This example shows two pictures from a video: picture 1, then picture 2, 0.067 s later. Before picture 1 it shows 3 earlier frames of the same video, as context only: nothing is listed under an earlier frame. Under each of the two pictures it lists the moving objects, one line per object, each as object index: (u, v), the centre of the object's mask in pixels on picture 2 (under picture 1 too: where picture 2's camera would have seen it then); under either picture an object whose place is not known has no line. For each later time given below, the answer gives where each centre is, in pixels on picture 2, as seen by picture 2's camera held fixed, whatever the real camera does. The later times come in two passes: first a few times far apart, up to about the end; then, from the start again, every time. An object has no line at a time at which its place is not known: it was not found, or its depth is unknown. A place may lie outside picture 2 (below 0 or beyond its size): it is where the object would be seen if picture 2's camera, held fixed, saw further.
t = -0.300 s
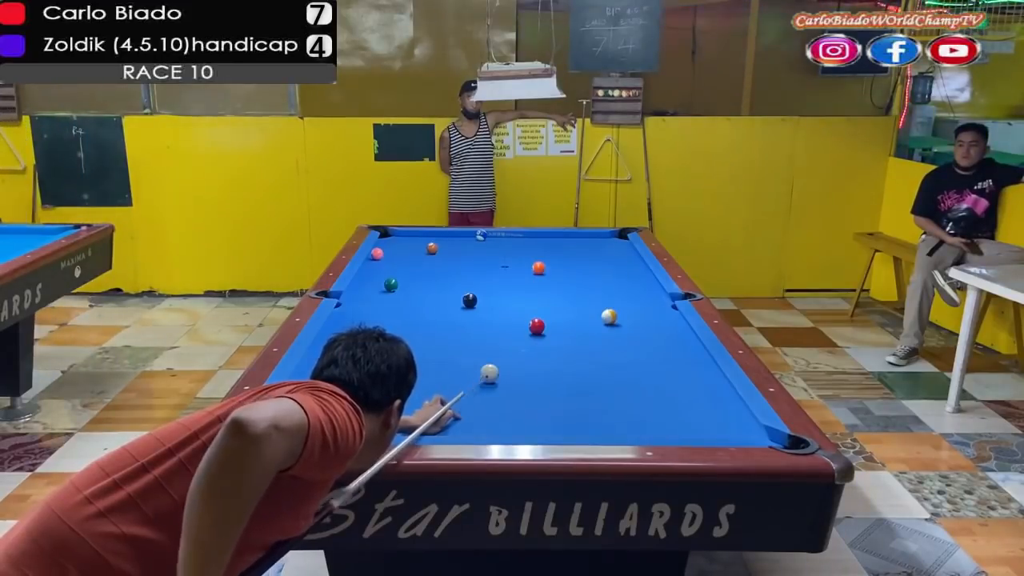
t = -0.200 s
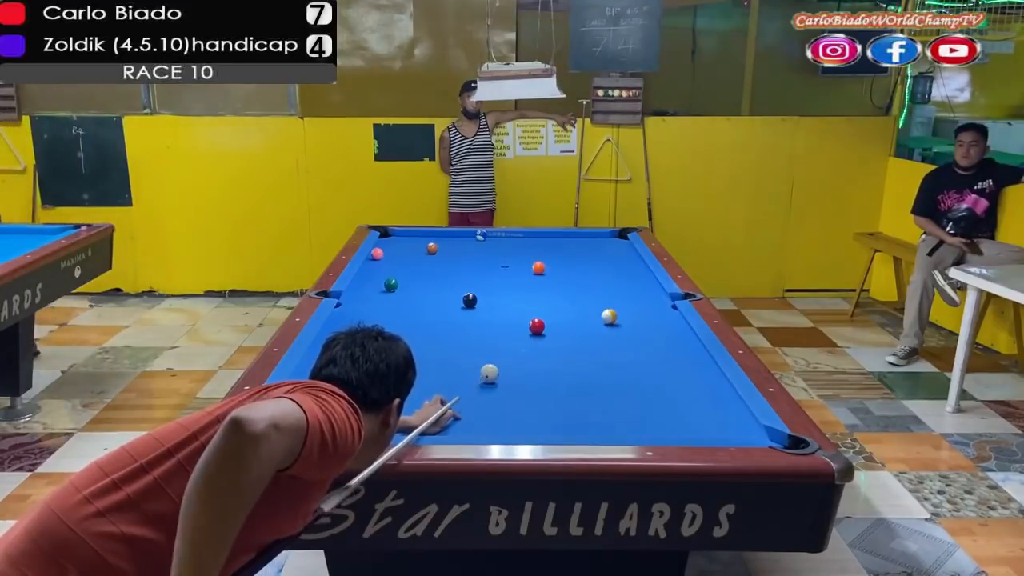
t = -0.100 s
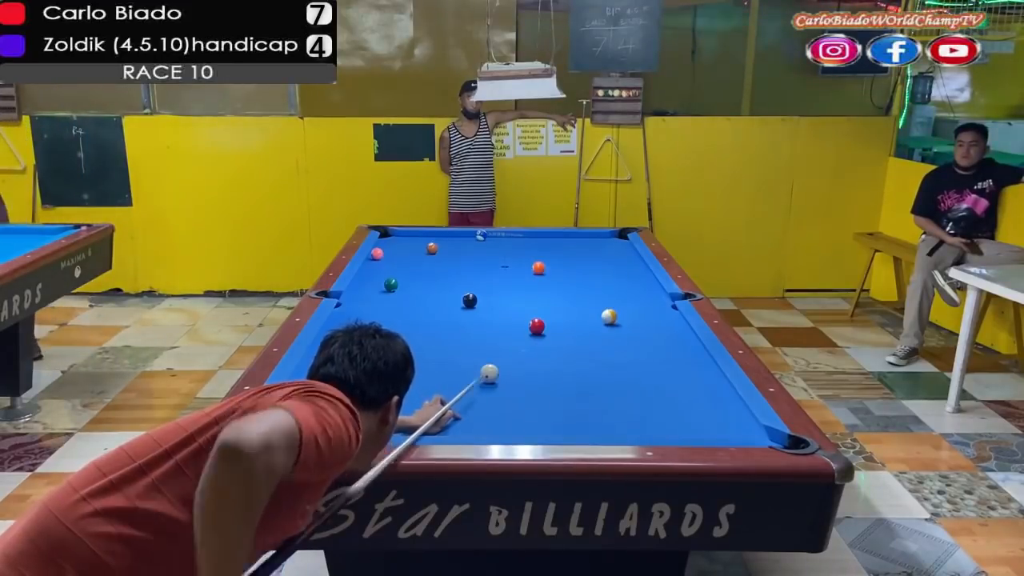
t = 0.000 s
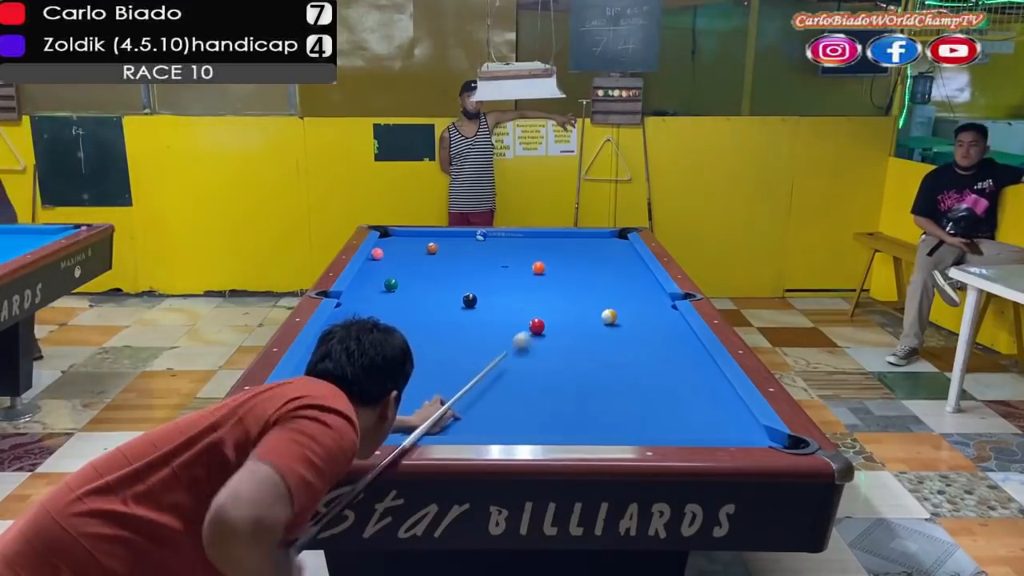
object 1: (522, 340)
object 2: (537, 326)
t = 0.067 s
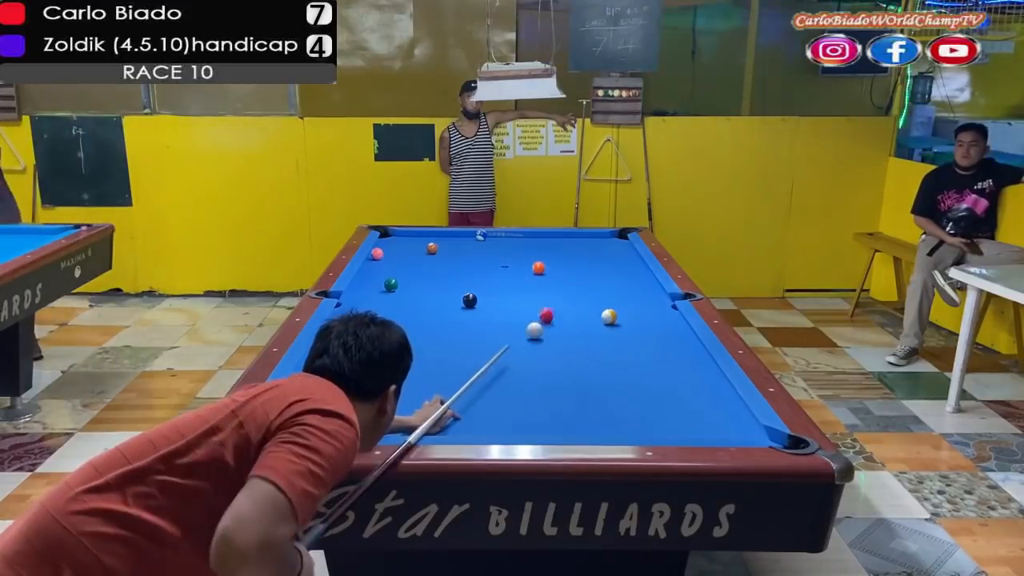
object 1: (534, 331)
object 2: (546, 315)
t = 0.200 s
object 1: (543, 328)
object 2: (573, 284)
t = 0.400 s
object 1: (562, 318)
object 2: (600, 253)
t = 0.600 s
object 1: (583, 303)
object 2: (620, 233)
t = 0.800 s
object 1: (601, 290)
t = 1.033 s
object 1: (619, 277)
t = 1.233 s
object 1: (633, 267)
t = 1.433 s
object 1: (632, 259)
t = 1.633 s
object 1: (619, 253)
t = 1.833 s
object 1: (607, 247)
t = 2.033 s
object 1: (597, 242)
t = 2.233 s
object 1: (587, 237)
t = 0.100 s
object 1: (536, 330)
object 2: (554, 307)
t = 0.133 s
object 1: (539, 330)
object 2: (561, 298)
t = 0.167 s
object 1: (541, 329)
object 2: (567, 291)
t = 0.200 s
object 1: (543, 328)
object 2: (573, 284)
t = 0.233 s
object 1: (546, 327)
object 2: (579, 277)
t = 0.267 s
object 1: (549, 326)
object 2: (583, 272)
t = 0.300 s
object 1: (552, 324)
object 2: (588, 266)
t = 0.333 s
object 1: (555, 322)
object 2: (592, 262)
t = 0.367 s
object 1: (559, 320)
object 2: (596, 257)
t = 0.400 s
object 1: (562, 318)
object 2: (600, 253)
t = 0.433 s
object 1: (565, 316)
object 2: (603, 249)
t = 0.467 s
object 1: (569, 313)
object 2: (607, 245)
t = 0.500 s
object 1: (573, 311)
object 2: (609, 242)
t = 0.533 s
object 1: (576, 308)
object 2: (612, 238)
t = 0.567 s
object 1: (579, 305)
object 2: (615, 235)
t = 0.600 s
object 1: (583, 303)
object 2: (620, 233)
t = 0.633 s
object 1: (586, 301)
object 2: (628, 231)
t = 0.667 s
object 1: (589, 299)
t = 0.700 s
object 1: (592, 297)
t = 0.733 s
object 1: (595, 295)
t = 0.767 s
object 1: (598, 292)
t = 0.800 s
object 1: (601, 290)
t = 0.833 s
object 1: (604, 289)
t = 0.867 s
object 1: (606, 286)
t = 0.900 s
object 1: (609, 285)
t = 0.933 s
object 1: (612, 283)
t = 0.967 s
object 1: (614, 281)
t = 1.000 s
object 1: (617, 279)
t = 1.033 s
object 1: (619, 277)
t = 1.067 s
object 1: (621, 275)
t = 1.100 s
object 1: (624, 273)
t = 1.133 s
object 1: (626, 272)
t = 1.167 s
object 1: (629, 270)
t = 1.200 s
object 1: (631, 269)
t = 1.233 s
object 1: (633, 267)
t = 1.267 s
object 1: (635, 265)
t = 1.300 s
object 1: (638, 264)
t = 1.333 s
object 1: (639, 262)
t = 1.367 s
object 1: (636, 261)
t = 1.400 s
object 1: (634, 260)
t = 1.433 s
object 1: (632, 259)
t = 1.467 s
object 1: (629, 258)
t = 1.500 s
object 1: (627, 257)
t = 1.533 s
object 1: (625, 256)
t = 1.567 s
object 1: (623, 255)
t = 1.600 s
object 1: (621, 254)
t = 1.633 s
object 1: (619, 253)
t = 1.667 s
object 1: (617, 252)
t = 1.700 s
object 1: (615, 251)
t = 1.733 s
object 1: (613, 250)
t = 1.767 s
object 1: (611, 249)
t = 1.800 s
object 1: (609, 248)
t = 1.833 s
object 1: (607, 247)
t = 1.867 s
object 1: (606, 246)
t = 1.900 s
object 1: (604, 245)
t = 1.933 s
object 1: (602, 244)
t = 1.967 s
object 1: (600, 243)
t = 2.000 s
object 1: (599, 242)
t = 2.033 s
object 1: (597, 242)
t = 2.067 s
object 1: (595, 241)
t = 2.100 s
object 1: (593, 240)
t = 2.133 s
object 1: (593, 239)
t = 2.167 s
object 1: (588, 238)
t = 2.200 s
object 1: (589, 238)
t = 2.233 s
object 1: (587, 237)
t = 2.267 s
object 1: (585, 236)
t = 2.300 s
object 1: (584, 235)
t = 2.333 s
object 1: (583, 234)
